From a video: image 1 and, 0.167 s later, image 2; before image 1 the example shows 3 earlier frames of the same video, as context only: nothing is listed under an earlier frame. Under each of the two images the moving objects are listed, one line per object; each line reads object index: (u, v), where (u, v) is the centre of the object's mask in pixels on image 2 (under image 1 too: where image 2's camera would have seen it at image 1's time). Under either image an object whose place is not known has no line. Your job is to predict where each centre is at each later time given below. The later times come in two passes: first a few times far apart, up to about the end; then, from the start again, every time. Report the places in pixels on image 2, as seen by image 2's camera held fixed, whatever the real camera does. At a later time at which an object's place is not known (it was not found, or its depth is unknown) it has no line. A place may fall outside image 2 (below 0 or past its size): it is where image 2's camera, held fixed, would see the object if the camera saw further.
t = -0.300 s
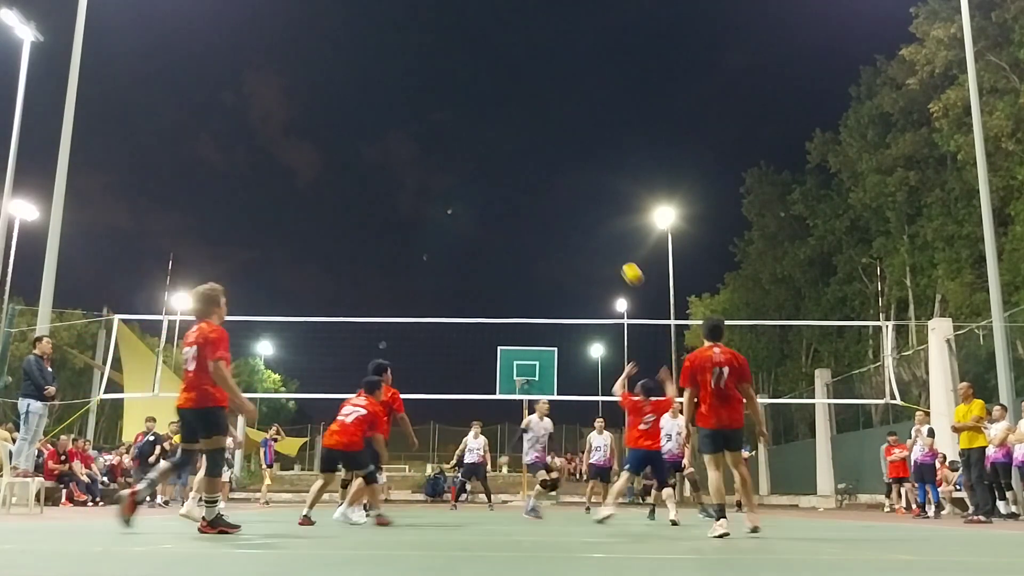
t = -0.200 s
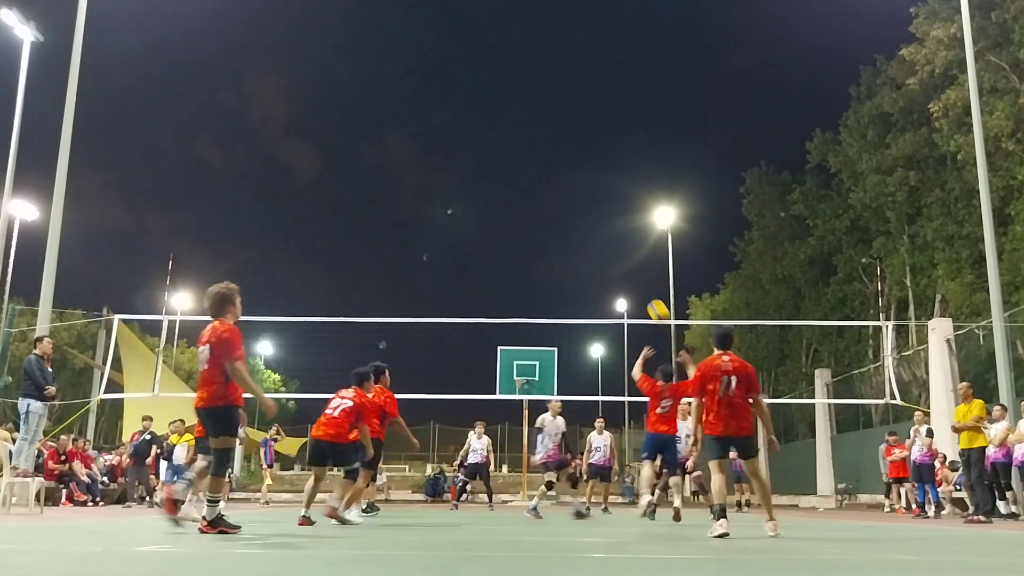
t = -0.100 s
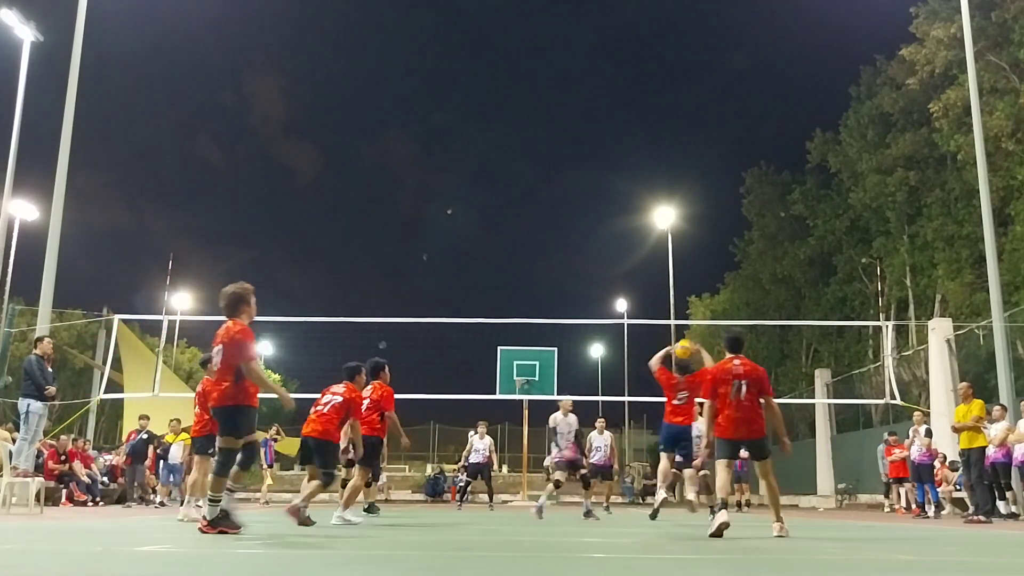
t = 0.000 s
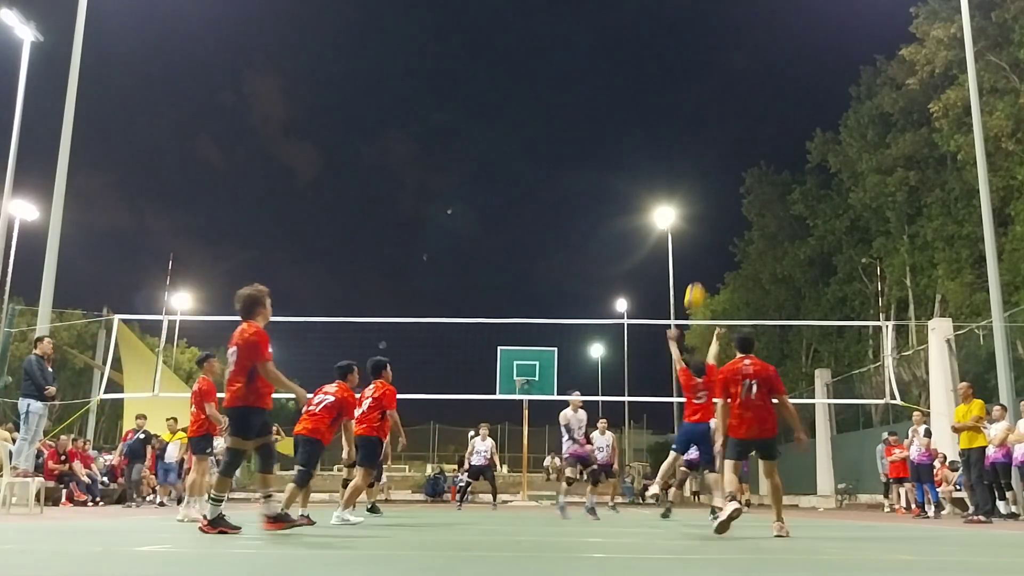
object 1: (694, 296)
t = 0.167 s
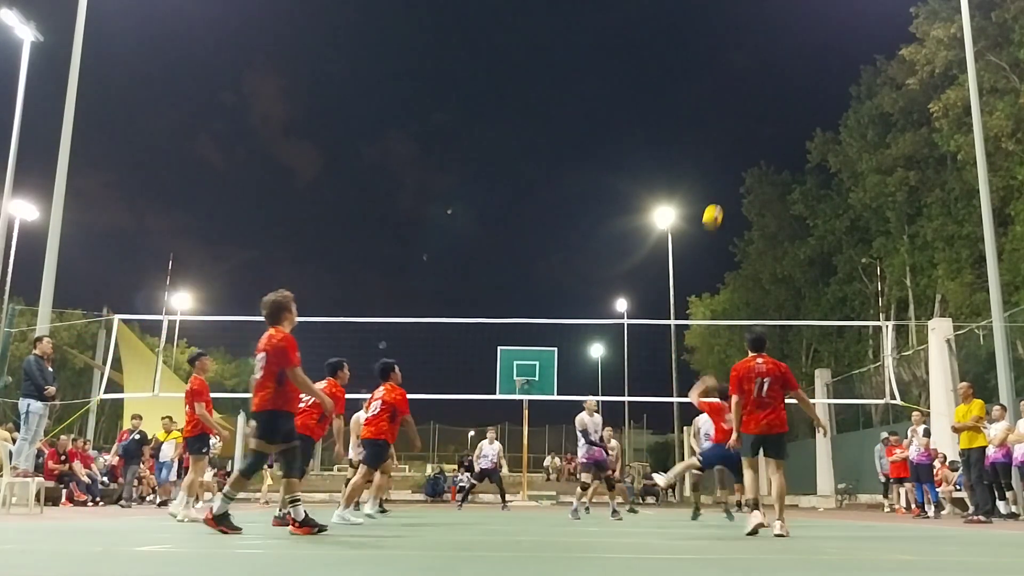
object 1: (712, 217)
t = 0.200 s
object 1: (716, 204)
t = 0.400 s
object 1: (736, 147)
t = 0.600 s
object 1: (757, 123)
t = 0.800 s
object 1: (778, 129)
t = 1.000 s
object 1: (800, 167)
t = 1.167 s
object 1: (820, 225)
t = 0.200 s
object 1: (716, 204)
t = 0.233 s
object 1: (719, 193)
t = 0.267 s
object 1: (723, 182)
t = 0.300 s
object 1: (726, 172)
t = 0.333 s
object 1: (729, 163)
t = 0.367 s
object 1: (732, 155)
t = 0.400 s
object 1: (736, 147)
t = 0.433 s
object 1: (739, 141)
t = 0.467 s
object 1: (743, 136)
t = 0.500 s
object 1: (746, 131)
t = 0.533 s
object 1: (750, 127)
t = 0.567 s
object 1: (753, 125)
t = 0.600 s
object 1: (757, 123)
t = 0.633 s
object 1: (760, 122)
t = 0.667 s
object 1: (764, 121)
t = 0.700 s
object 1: (767, 122)
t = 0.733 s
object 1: (771, 123)
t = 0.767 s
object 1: (774, 126)
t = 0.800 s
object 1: (778, 129)
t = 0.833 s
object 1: (782, 133)
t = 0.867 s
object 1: (785, 138)
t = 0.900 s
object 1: (789, 144)
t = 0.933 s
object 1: (793, 150)
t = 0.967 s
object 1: (797, 159)
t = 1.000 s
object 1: (800, 167)
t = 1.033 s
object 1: (805, 177)
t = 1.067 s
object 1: (808, 188)
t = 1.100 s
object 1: (812, 199)
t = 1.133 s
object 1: (816, 212)
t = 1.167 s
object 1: (820, 225)
